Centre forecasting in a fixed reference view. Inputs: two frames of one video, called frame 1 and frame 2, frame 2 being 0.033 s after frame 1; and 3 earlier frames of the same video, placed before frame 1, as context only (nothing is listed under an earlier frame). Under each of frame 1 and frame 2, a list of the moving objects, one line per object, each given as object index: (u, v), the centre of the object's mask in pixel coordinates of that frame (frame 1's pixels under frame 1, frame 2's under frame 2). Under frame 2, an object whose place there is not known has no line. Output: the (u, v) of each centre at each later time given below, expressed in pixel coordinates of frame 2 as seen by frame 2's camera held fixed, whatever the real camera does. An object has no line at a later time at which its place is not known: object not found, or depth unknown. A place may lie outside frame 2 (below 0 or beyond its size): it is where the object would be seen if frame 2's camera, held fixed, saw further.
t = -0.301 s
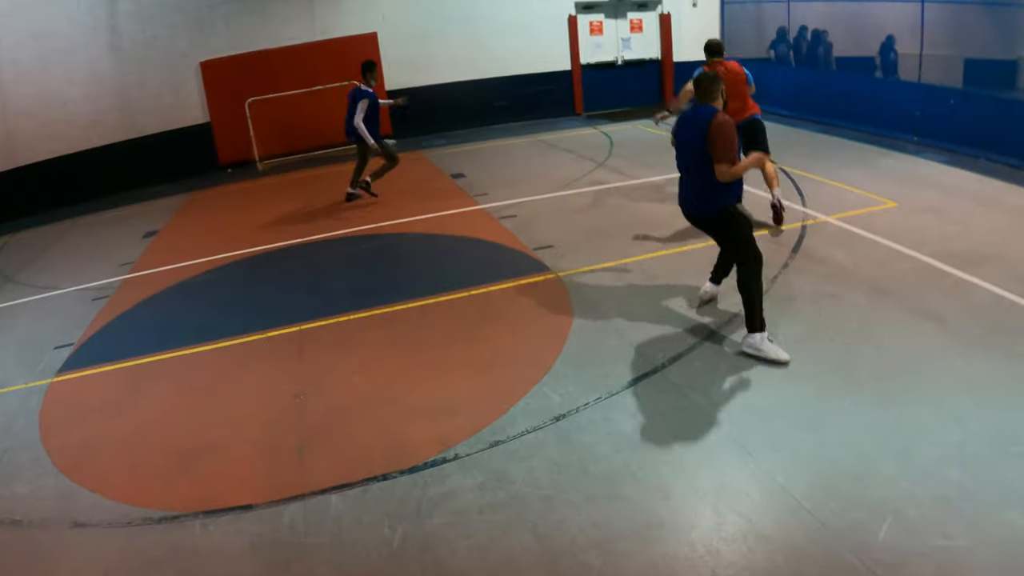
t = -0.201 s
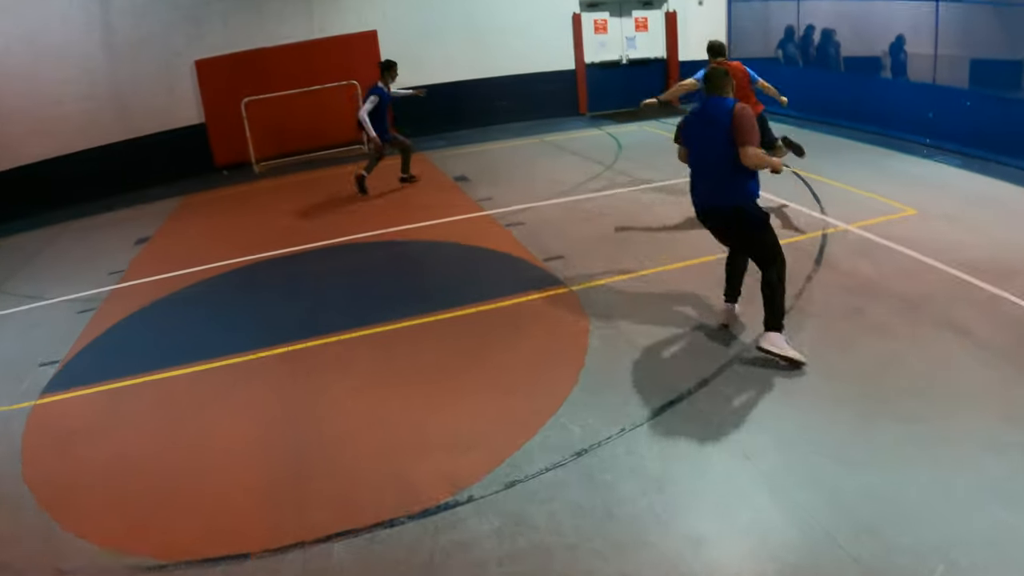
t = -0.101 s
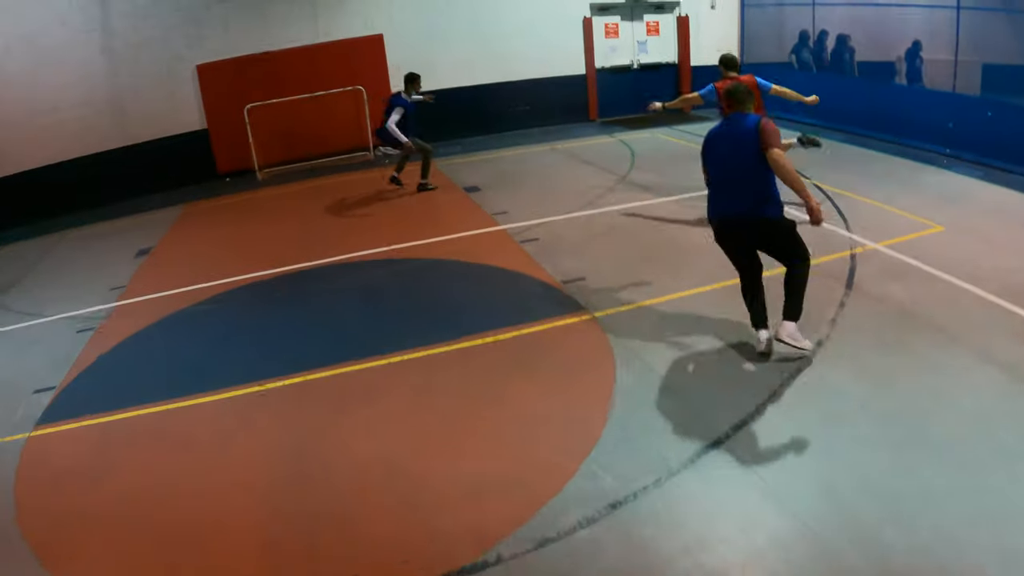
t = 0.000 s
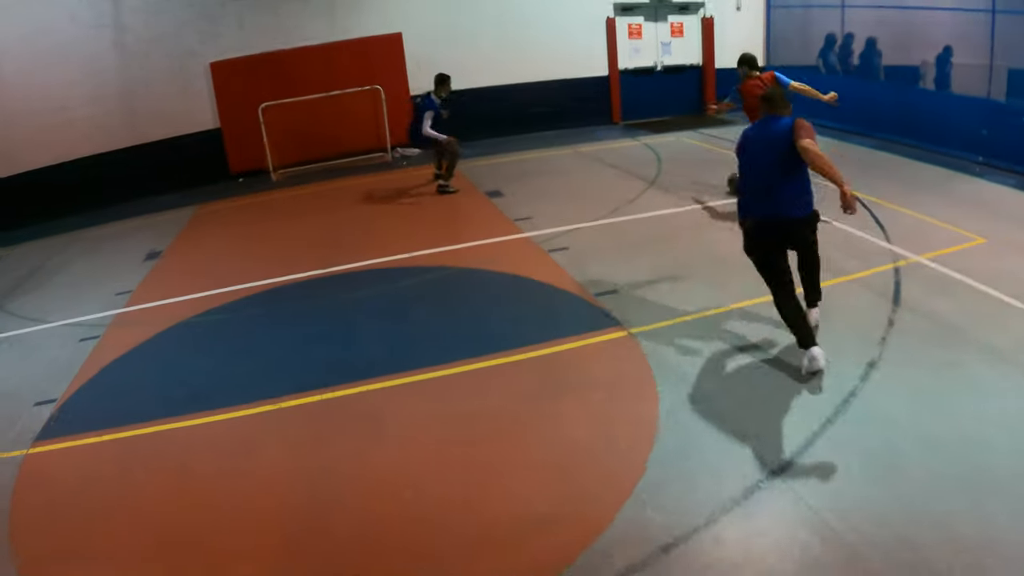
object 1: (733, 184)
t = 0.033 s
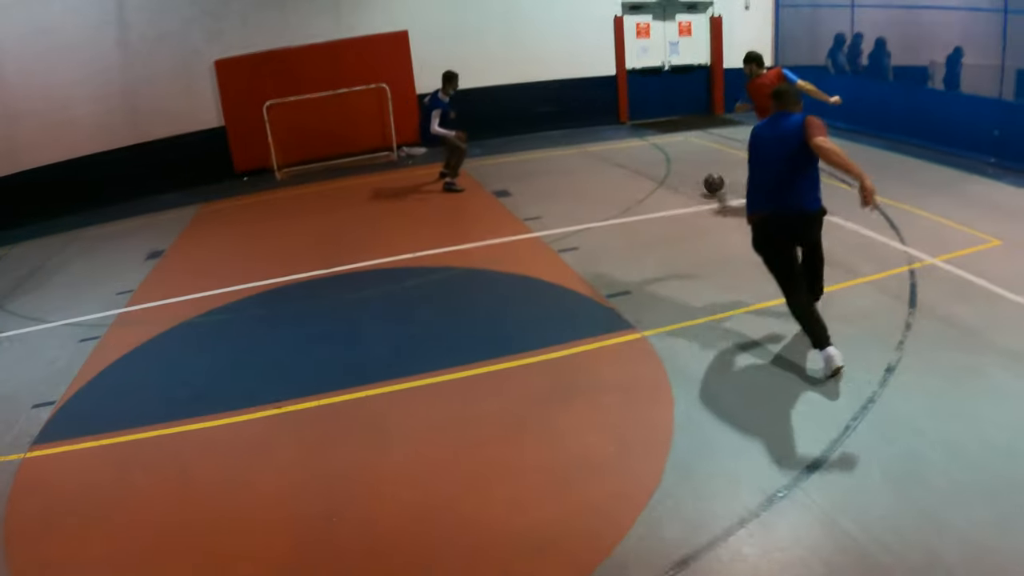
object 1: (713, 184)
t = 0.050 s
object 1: (696, 185)
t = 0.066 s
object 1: (678, 185)
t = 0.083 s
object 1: (660, 187)
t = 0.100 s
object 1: (642, 190)
